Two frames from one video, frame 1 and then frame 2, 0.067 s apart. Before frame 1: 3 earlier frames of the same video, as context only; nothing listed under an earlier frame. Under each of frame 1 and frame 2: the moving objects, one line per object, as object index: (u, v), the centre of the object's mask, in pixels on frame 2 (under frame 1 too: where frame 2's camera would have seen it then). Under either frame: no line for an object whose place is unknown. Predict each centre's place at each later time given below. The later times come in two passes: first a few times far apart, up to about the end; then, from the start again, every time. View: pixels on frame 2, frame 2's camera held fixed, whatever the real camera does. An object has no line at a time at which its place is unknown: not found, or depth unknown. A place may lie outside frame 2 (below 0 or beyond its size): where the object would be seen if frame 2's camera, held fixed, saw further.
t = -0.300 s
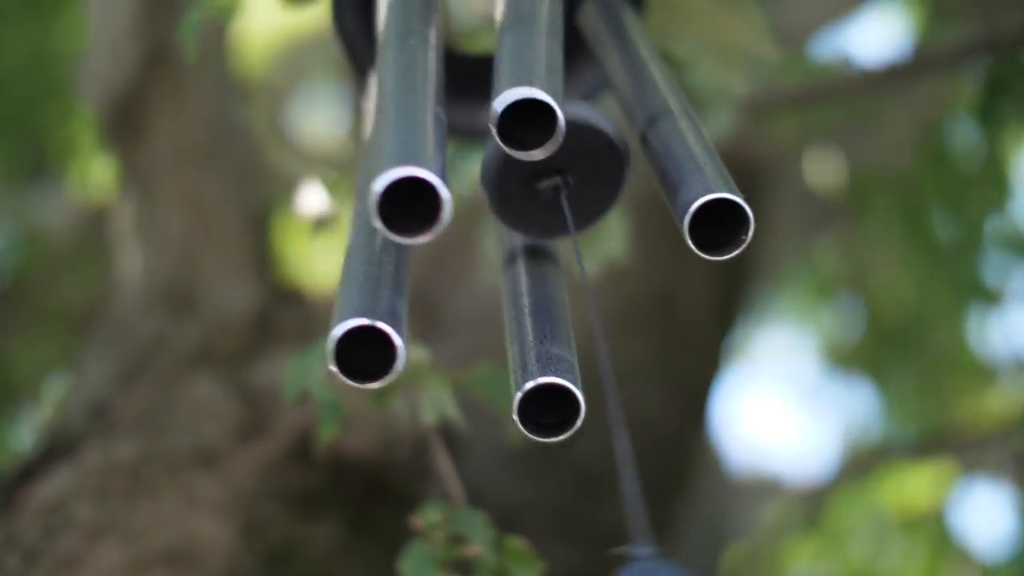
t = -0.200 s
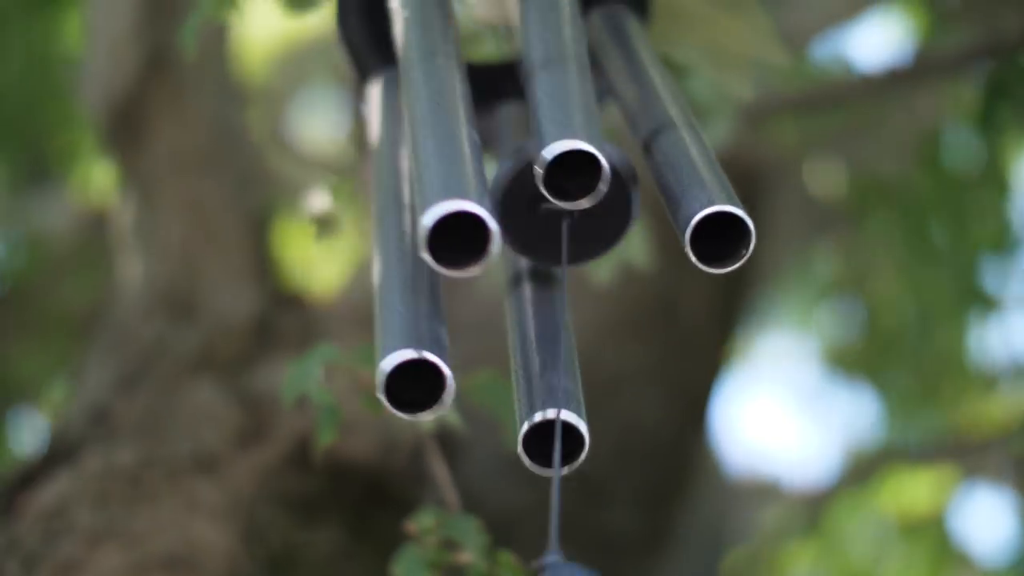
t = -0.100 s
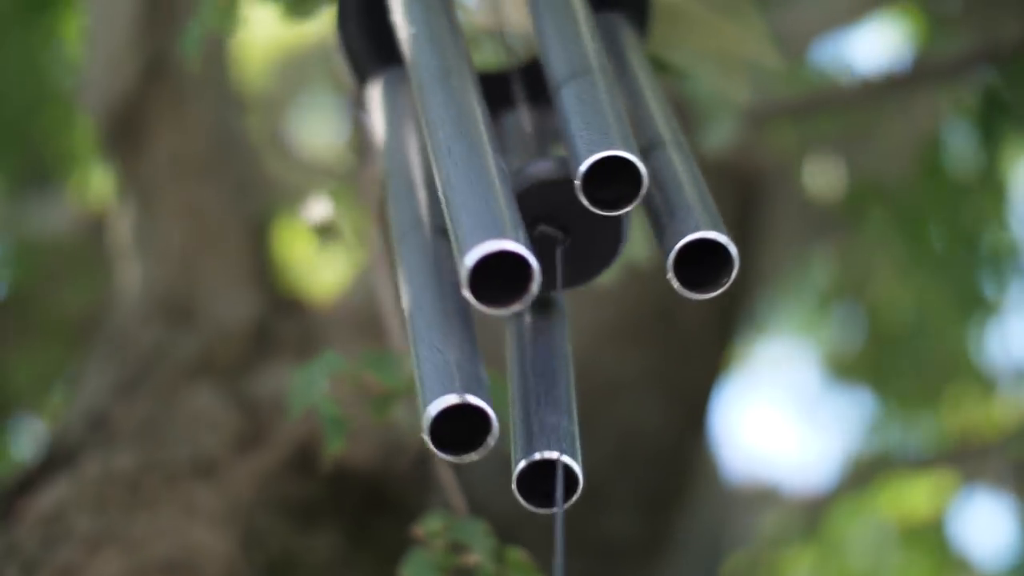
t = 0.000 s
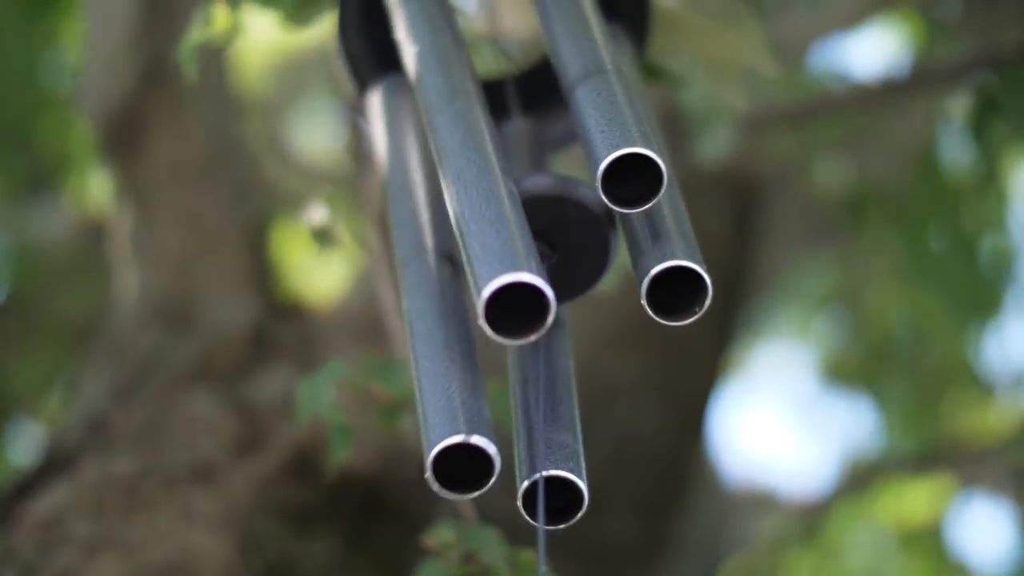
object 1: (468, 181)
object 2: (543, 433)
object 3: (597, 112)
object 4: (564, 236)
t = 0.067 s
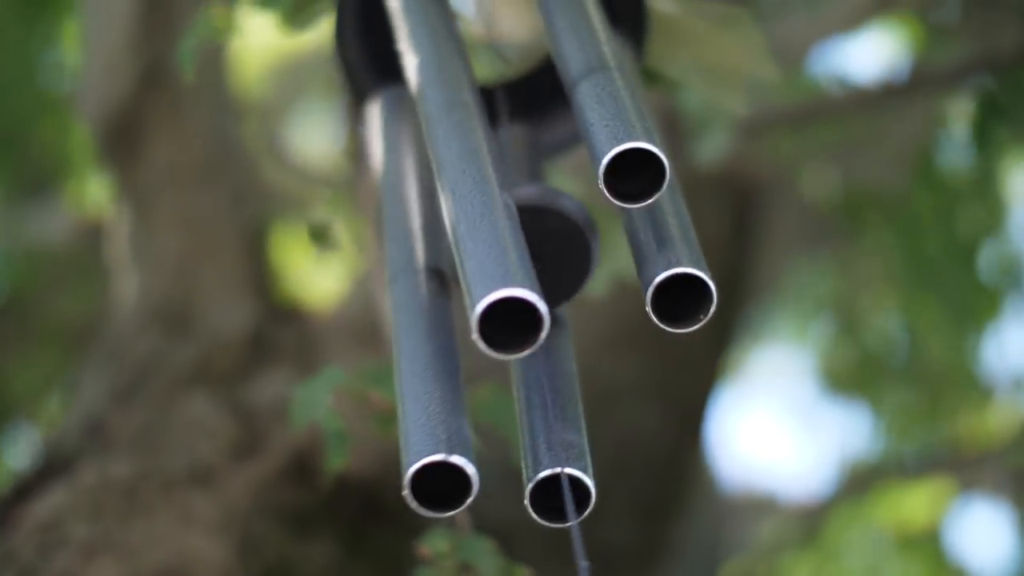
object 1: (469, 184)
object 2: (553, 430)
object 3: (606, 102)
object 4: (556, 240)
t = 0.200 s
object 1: (447, 185)
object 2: (558, 395)
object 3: (594, 83)
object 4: (523, 239)
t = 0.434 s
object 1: (366, 164)
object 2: (553, 350)
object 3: (520, 74)
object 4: (477, 214)
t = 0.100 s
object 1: (467, 184)
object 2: (556, 423)
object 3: (607, 96)
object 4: (550, 240)
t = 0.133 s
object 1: (462, 184)
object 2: (559, 415)
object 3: (605, 92)
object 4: (542, 240)
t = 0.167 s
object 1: (456, 184)
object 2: (560, 405)
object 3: (602, 86)
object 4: (533, 239)
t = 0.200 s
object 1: (447, 185)
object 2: (558, 395)
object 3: (594, 83)
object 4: (523, 239)
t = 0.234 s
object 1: (439, 186)
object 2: (558, 383)
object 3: (586, 78)
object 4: (514, 238)
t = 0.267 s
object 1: (427, 185)
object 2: (555, 370)
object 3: (576, 75)
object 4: (506, 234)
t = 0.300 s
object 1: (415, 183)
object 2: (553, 361)
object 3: (566, 75)
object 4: (497, 235)
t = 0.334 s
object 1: (403, 176)
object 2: (552, 354)
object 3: (556, 74)
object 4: (490, 232)
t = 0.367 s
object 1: (391, 171)
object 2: (554, 351)
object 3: (545, 72)
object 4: (484, 222)
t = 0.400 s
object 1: (377, 170)
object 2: (554, 352)
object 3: (533, 73)
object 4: (479, 217)
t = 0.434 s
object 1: (366, 164)
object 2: (553, 350)
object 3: (520, 74)
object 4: (477, 214)
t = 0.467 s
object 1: (356, 161)
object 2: (553, 353)
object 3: (508, 72)
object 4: (484, 209)
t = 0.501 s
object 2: (553, 353)
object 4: (495, 205)
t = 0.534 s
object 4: (503, 200)
